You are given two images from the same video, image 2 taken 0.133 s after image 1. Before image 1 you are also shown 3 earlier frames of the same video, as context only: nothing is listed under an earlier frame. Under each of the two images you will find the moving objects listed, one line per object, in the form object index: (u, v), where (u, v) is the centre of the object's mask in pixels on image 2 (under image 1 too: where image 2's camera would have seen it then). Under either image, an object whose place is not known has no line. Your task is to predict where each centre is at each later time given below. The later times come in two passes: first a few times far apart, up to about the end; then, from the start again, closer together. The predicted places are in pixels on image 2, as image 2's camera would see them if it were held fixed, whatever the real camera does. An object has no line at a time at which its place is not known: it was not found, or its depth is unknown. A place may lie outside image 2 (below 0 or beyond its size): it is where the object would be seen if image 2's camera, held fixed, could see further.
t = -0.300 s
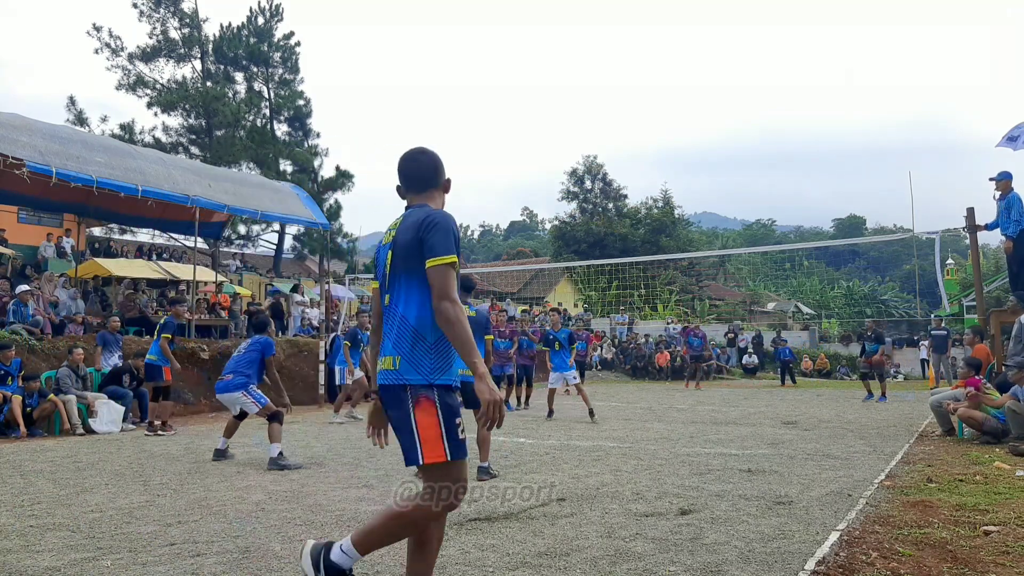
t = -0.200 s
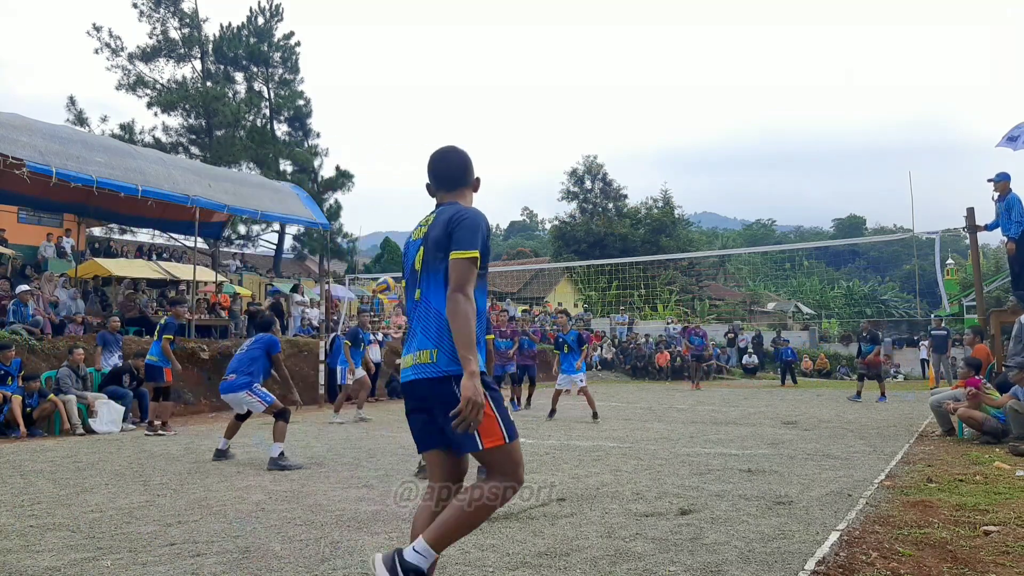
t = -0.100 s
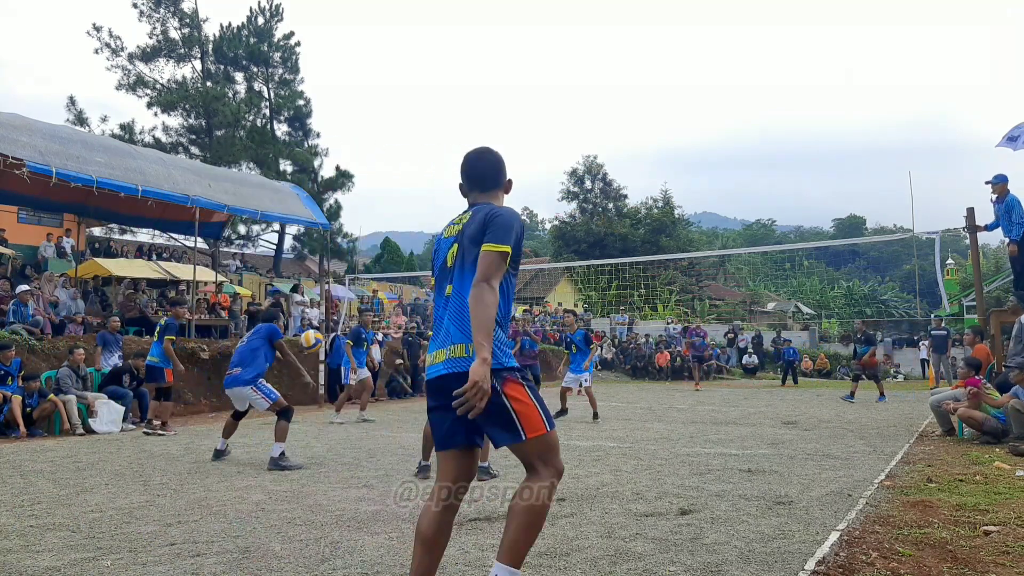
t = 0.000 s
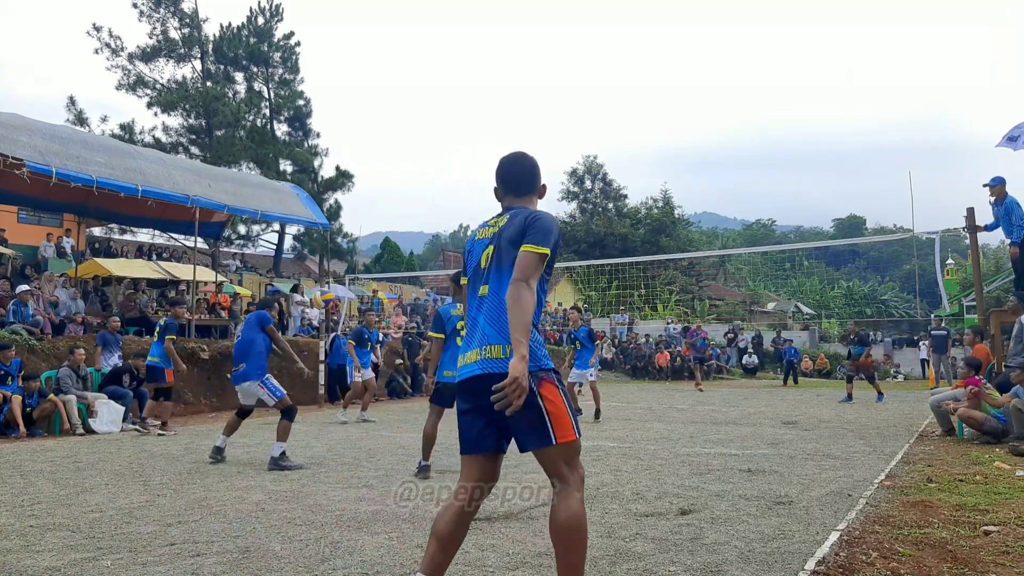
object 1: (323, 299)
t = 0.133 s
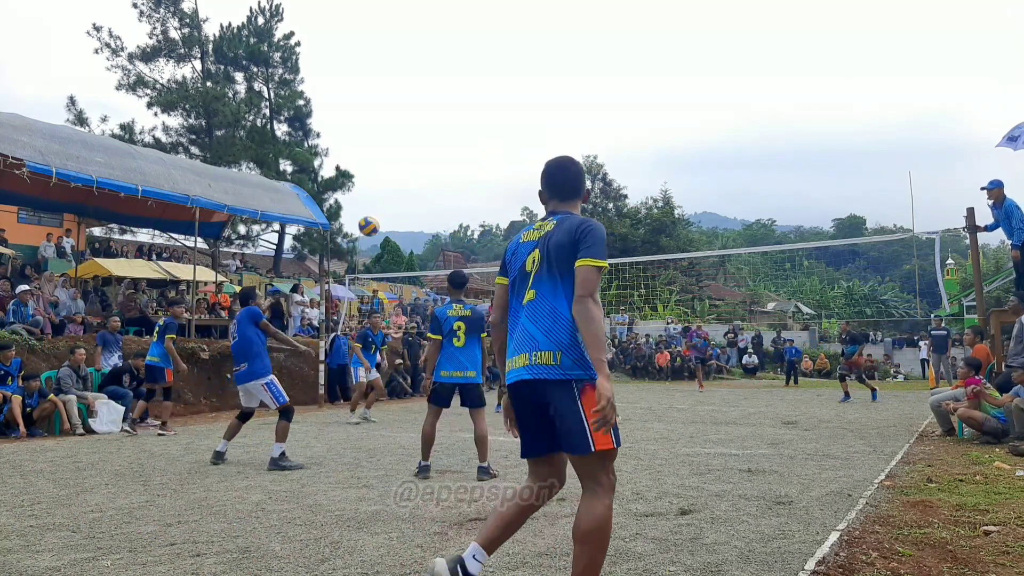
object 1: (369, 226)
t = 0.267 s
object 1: (409, 177)
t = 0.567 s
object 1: (488, 131)
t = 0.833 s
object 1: (549, 156)
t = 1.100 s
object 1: (605, 233)
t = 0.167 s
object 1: (379, 212)
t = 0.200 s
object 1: (389, 199)
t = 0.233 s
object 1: (400, 187)
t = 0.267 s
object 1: (409, 177)
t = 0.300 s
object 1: (419, 167)
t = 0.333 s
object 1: (428, 159)
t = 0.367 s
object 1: (437, 152)
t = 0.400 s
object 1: (446, 146)
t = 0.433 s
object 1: (455, 141)
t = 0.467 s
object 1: (464, 137)
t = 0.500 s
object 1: (472, 135)
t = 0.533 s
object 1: (480, 133)
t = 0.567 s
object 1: (488, 131)
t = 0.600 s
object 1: (496, 132)
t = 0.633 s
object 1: (504, 132)
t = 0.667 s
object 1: (512, 134)
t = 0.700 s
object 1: (520, 137)
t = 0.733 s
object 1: (527, 141)
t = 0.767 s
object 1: (534, 145)
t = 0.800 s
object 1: (542, 150)
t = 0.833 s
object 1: (549, 156)
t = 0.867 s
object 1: (556, 163)
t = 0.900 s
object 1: (564, 171)
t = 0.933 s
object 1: (571, 179)
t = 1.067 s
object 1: (598, 221)
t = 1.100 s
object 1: (605, 233)
